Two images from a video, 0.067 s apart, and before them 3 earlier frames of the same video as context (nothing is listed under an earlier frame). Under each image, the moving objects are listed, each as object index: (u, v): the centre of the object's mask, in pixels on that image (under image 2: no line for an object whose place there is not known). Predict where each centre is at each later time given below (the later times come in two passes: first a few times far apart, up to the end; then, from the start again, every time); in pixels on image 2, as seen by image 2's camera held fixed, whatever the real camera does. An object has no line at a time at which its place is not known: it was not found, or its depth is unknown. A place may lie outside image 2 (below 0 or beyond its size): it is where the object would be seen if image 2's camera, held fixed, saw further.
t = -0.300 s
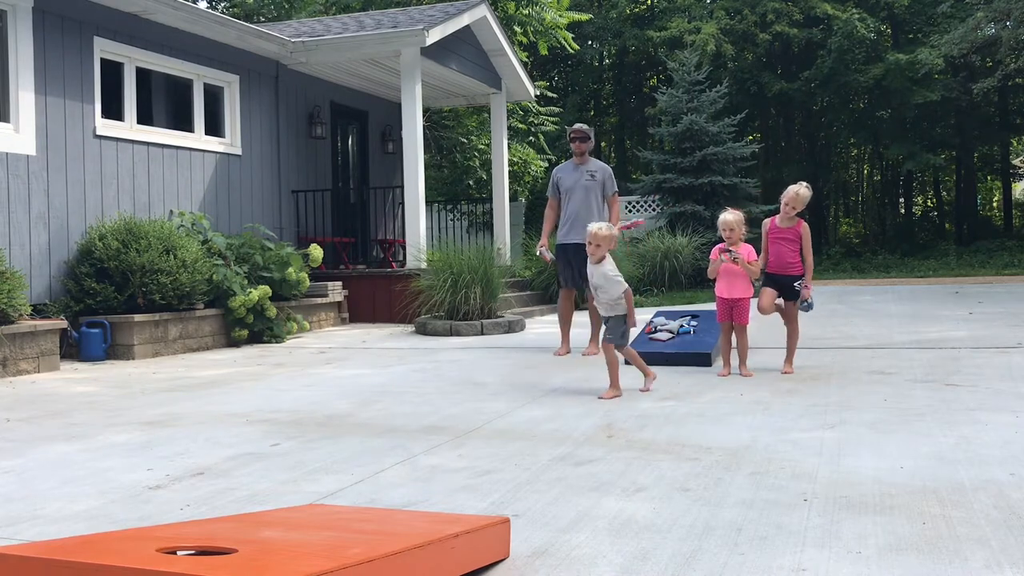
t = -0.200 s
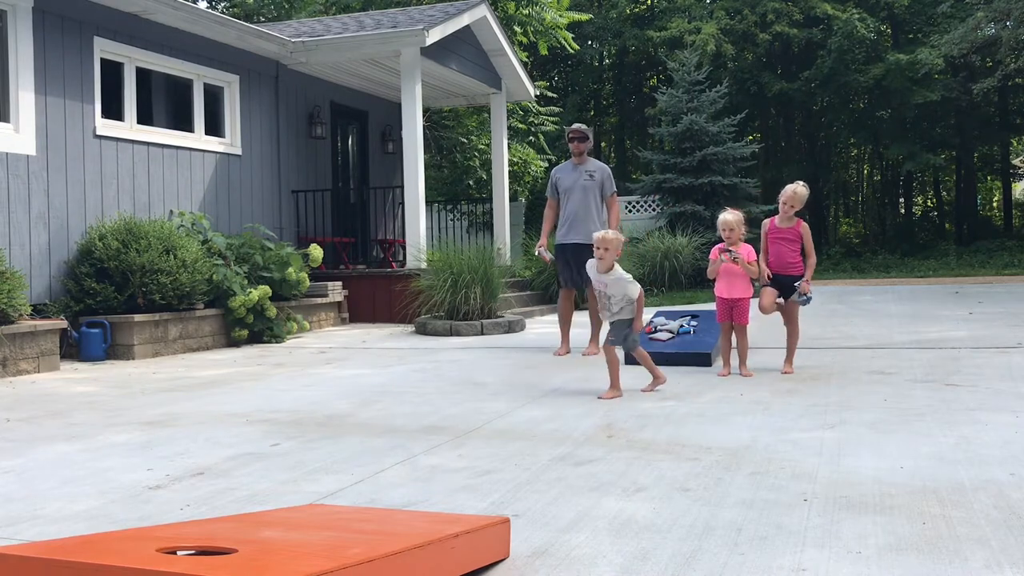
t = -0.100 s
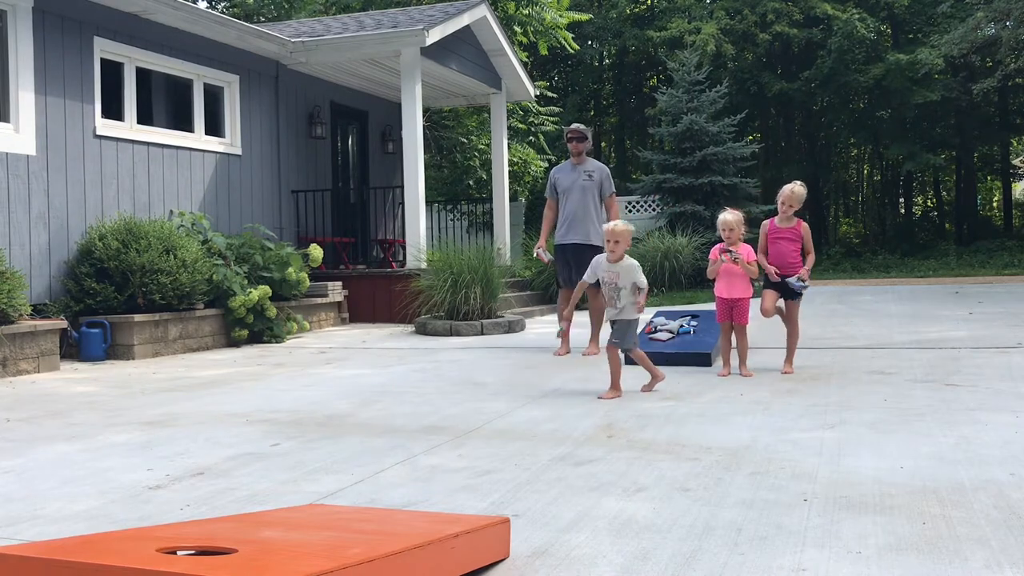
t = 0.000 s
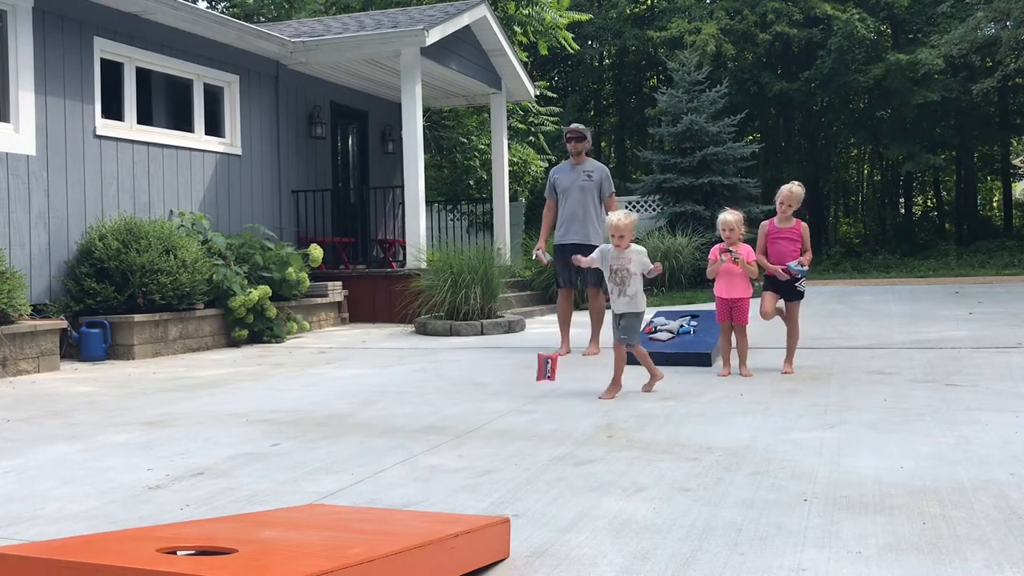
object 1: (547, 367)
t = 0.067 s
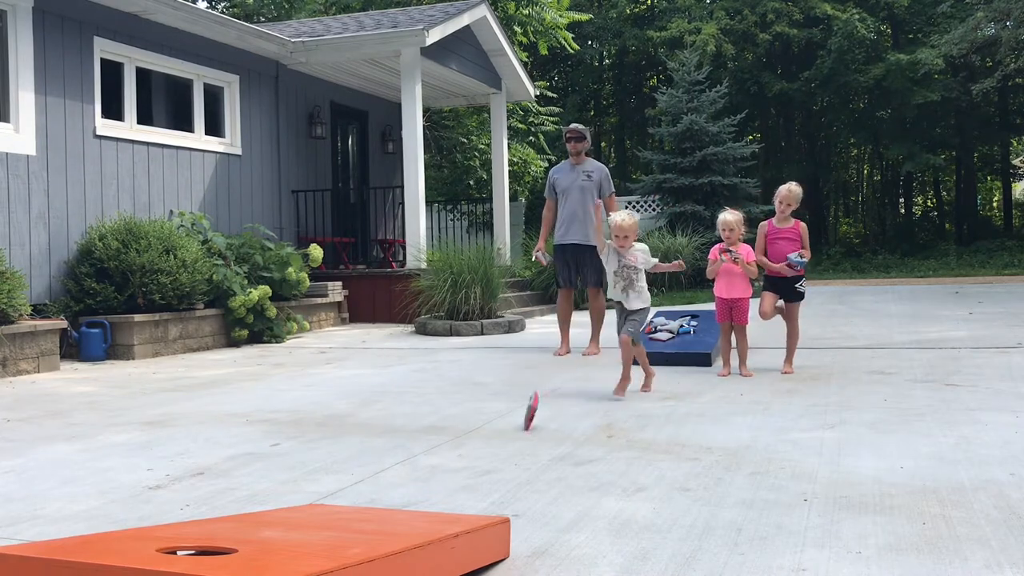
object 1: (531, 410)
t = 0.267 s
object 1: (509, 446)
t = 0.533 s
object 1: (468, 481)
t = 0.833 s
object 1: (446, 489)
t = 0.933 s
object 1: (446, 489)
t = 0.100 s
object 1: (525, 429)
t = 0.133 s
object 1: (521, 431)
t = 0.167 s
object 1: (518, 432)
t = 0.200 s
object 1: (516, 434)
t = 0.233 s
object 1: (513, 439)
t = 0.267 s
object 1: (509, 446)
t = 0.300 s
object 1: (505, 453)
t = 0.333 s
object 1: (501, 461)
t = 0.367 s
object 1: (497, 463)
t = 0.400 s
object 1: (491, 467)
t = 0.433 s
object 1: (485, 470)
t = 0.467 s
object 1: (479, 474)
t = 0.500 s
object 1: (474, 479)
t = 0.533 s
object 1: (468, 481)
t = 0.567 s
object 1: (462, 482)
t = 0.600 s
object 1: (455, 486)
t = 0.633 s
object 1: (450, 486)
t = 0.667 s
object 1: (448, 487)
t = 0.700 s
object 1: (447, 488)
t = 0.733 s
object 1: (446, 488)
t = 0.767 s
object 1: (446, 489)
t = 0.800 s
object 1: (446, 489)
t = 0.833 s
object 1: (446, 489)
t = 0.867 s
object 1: (446, 489)
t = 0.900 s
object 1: (447, 489)
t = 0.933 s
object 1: (446, 489)
